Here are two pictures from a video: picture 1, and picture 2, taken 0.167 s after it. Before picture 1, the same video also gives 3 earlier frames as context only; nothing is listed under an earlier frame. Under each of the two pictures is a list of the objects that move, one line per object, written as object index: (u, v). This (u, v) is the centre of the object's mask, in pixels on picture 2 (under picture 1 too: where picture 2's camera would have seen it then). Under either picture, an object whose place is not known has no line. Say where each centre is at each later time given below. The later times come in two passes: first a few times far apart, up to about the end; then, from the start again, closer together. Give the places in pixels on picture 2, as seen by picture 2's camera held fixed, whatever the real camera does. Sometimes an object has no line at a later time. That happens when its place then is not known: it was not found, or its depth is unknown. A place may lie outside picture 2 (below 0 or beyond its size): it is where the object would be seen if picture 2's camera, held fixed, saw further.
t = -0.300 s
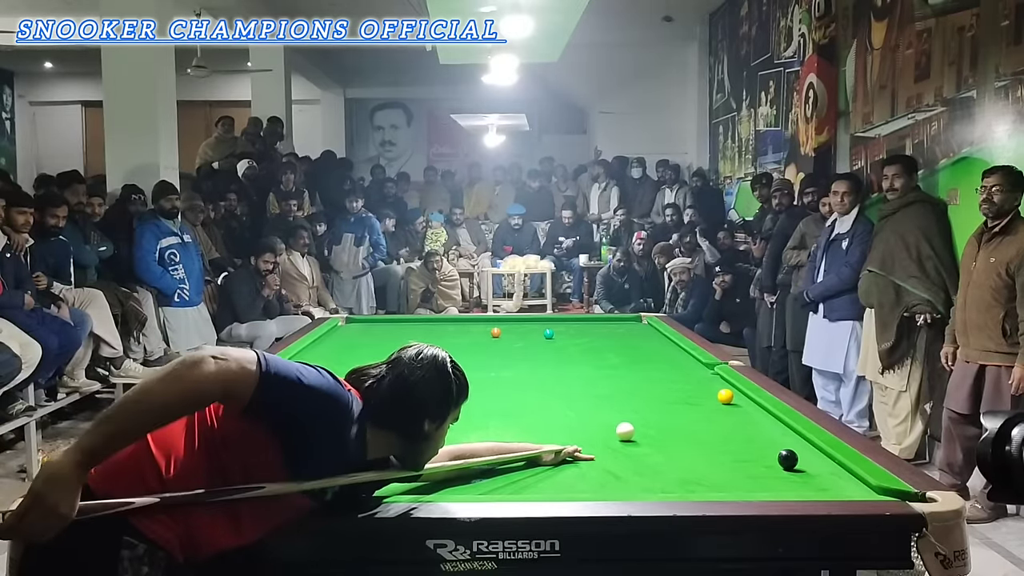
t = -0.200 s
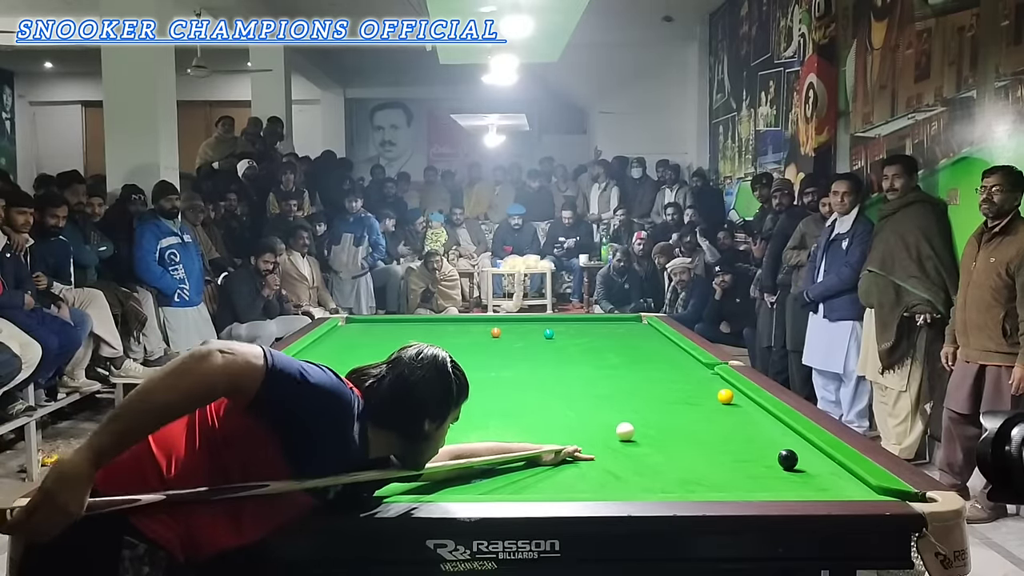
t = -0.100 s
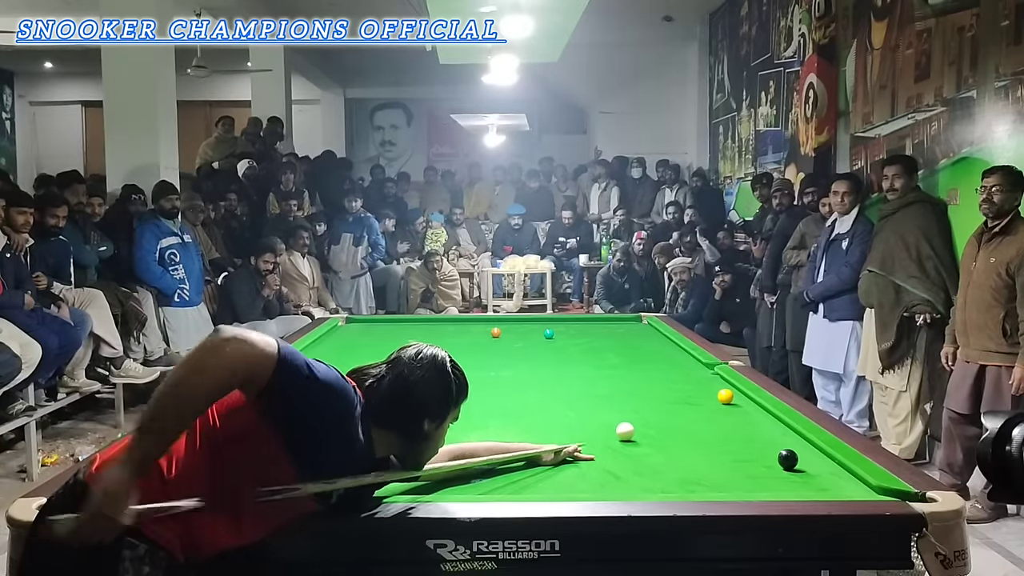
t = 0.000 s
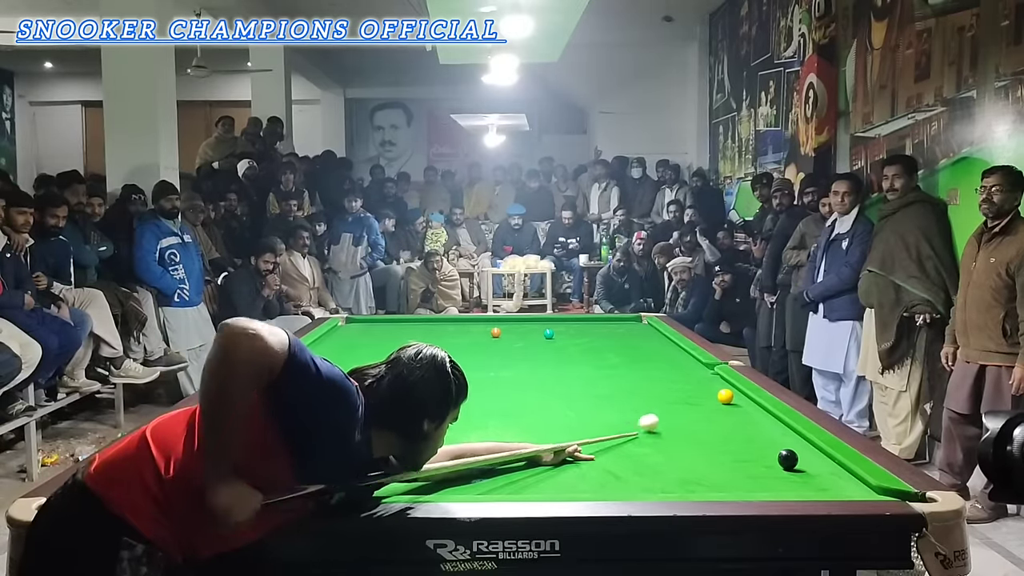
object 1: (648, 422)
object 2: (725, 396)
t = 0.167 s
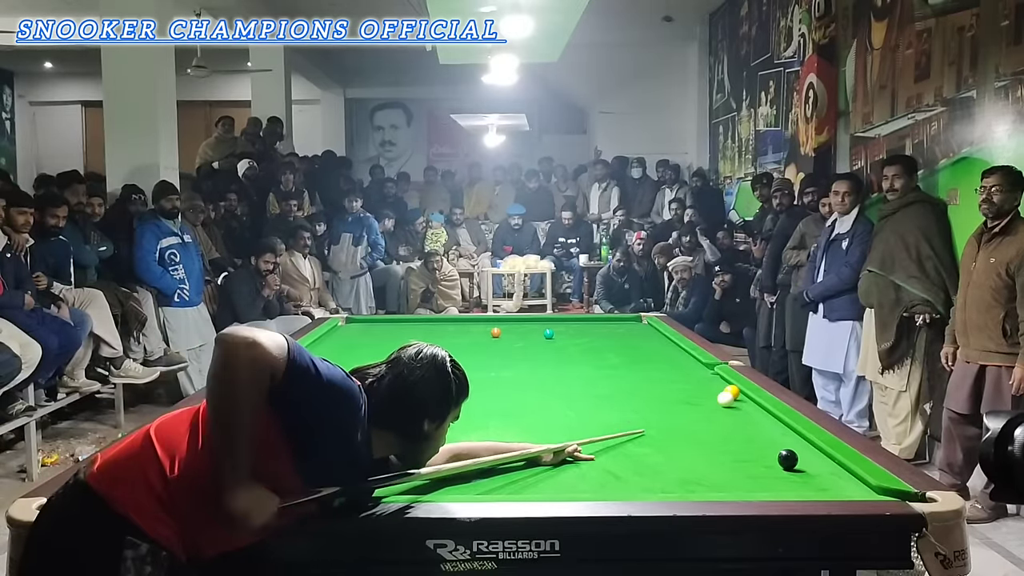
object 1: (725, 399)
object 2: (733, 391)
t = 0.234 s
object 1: (734, 400)
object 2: (714, 385)
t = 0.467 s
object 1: (751, 406)
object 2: (644, 371)
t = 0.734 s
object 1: (765, 414)
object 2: (582, 359)
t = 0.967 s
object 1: (774, 421)
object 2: (537, 349)
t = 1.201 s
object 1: (779, 427)
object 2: (498, 341)
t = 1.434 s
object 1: (785, 434)
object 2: (465, 334)
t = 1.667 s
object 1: (792, 439)
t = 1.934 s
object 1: (799, 446)
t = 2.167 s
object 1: (804, 451)
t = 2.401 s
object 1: (808, 456)
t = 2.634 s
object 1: (813, 461)
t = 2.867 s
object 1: (819, 465)
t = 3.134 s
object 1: (823, 469)
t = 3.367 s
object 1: (825, 472)
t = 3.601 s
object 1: (827, 473)
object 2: (396, 340)
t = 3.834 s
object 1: (829, 475)
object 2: (409, 343)
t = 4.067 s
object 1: (829, 475)
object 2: (423, 346)
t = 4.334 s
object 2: (438, 349)
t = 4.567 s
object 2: (451, 352)
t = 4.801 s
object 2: (464, 354)
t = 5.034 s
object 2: (476, 357)
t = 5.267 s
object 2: (488, 360)
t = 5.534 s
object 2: (502, 363)
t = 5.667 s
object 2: (506, 364)
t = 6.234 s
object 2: (534, 369)
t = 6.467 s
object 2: (543, 371)
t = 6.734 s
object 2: (553, 374)
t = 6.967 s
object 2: (560, 375)
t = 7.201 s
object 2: (567, 376)
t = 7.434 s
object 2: (573, 377)
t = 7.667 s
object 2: (577, 379)
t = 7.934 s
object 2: (581, 379)
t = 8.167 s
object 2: (583, 380)
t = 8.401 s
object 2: (584, 380)
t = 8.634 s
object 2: (585, 380)
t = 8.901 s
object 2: (584, 380)
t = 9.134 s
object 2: (584, 380)
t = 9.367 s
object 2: (584, 380)
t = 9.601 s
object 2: (584, 380)
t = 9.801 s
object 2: (584, 380)
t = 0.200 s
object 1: (730, 399)
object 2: (727, 387)
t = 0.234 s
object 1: (734, 400)
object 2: (714, 385)
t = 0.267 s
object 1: (738, 401)
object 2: (701, 383)
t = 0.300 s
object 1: (741, 402)
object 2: (690, 381)
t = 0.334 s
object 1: (743, 403)
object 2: (680, 379)
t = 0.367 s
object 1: (745, 403)
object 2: (670, 377)
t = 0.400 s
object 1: (747, 404)
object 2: (661, 375)
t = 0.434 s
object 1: (749, 405)
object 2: (652, 373)
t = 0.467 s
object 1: (751, 406)
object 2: (644, 371)
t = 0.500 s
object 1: (752, 407)
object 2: (635, 370)
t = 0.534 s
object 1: (754, 409)
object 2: (627, 368)
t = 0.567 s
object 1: (756, 409)
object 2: (619, 366)
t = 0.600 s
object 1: (758, 411)
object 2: (611, 365)
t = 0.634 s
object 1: (760, 411)
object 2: (603, 363)
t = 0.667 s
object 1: (762, 412)
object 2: (596, 362)
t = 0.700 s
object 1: (764, 413)
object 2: (589, 360)
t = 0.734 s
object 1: (765, 414)
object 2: (582, 359)
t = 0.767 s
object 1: (768, 415)
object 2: (575, 357)
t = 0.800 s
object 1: (769, 416)
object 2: (568, 356)
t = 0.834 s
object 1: (770, 417)
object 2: (561, 354)
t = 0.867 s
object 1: (771, 418)
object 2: (555, 353)
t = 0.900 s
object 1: (771, 419)
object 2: (549, 352)
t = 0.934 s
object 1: (772, 420)
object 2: (543, 350)
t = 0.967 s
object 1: (774, 421)
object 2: (537, 349)
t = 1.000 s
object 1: (774, 422)
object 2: (531, 348)
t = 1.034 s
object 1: (775, 423)
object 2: (525, 347)
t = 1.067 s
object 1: (776, 424)
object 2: (519, 346)
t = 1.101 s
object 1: (777, 425)
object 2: (514, 345)
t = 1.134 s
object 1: (778, 425)
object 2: (508, 344)
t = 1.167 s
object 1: (779, 426)
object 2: (503, 342)
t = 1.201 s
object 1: (779, 427)
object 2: (498, 341)
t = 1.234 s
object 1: (780, 428)
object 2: (493, 340)
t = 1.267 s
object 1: (781, 429)
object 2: (488, 339)
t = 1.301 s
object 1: (782, 430)
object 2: (483, 338)
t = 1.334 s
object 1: (783, 431)
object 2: (478, 337)
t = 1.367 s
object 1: (784, 432)
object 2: (474, 336)
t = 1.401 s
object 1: (785, 433)
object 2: (469, 335)
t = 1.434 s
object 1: (785, 434)
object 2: (465, 334)
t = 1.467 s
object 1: (786, 434)
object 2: (462, 332)
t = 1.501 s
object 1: (787, 435)
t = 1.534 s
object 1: (788, 436)
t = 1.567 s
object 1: (789, 437)
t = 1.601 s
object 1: (790, 438)
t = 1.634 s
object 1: (790, 439)
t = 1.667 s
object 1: (792, 439)
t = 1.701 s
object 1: (792, 440)
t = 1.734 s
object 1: (793, 441)
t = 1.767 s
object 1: (794, 441)
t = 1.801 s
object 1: (795, 443)
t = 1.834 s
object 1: (796, 443)
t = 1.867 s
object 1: (797, 444)
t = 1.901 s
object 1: (798, 445)
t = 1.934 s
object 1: (799, 446)
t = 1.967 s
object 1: (800, 446)
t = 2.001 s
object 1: (801, 447)
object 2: (398, 319)
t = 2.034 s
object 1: (801, 448)
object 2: (395, 319)
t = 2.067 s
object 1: (802, 449)
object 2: (393, 319)
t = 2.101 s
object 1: (803, 450)
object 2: (389, 320)
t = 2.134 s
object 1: (804, 450)
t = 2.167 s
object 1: (804, 451)
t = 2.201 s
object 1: (805, 452)
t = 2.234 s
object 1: (806, 453)
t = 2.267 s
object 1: (806, 454)
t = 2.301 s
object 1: (807, 454)
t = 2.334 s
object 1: (807, 455)
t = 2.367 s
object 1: (808, 456)
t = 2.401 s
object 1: (808, 456)
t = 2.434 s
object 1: (809, 457)
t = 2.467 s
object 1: (810, 458)
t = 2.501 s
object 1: (811, 459)
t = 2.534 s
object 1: (811, 459)
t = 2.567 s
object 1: (813, 460)
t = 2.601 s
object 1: (813, 461)
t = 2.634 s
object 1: (813, 461)
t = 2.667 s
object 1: (814, 462)
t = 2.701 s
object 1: (815, 462)
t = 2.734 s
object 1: (816, 463)
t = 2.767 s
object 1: (816, 464)
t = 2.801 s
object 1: (817, 464)
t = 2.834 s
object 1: (818, 465)
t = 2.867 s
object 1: (819, 465)
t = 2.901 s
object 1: (819, 466)
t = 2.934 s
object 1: (819, 466)
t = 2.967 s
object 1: (820, 467)
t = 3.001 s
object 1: (821, 467)
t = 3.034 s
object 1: (821, 468)
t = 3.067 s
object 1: (822, 468)
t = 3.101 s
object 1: (822, 469)
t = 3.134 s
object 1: (823, 469)
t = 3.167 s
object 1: (823, 470)
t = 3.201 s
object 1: (823, 470)
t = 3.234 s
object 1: (824, 471)
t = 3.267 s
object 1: (824, 471)
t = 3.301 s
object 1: (824, 471)
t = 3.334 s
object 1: (825, 471)
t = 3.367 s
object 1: (825, 472)
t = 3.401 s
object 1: (825, 472)
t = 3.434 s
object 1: (826, 472)
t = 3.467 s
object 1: (826, 473)
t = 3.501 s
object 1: (826, 473)
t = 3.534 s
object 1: (827, 473)
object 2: (391, 338)
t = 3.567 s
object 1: (827, 473)
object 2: (394, 339)
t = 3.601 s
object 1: (827, 473)
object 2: (396, 340)
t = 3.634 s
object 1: (827, 474)
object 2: (398, 340)
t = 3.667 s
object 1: (828, 474)
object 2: (400, 341)
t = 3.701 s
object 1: (828, 474)
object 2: (402, 341)
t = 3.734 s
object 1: (828, 474)
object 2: (404, 342)
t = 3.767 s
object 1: (829, 474)
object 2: (406, 342)
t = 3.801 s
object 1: (829, 475)
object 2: (408, 342)
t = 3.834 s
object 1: (829, 475)
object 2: (409, 343)
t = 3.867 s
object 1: (829, 475)
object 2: (411, 343)
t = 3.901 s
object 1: (829, 475)
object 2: (413, 344)
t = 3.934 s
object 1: (829, 475)
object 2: (415, 344)
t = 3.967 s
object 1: (829, 475)
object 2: (417, 345)
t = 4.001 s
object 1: (829, 475)
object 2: (419, 345)
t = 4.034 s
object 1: (829, 475)
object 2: (421, 345)
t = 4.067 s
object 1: (829, 475)
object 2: (423, 346)
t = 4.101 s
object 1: (829, 475)
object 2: (425, 346)
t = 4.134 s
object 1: (829, 475)
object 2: (427, 347)
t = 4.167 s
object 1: (829, 475)
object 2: (429, 347)
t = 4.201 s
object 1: (830, 475)
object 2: (431, 347)
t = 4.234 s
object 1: (827, 475)
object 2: (432, 348)
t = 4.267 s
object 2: (435, 348)
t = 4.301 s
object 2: (436, 348)
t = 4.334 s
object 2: (438, 349)
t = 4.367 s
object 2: (440, 349)
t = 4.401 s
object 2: (442, 350)
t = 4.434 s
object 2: (444, 350)
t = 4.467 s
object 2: (446, 350)
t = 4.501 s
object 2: (448, 351)
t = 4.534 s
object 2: (449, 351)
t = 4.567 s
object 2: (451, 352)
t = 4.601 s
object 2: (453, 352)
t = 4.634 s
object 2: (455, 353)
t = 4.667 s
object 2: (457, 353)
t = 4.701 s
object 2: (459, 353)
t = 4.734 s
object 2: (460, 354)
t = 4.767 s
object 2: (462, 354)
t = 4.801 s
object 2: (464, 354)
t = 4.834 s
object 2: (465, 355)
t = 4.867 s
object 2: (467, 355)
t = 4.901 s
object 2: (469, 356)
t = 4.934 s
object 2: (471, 356)
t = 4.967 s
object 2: (473, 356)
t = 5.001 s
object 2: (475, 357)
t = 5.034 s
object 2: (476, 357)
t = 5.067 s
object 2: (478, 358)
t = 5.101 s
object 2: (480, 358)
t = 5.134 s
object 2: (481, 358)
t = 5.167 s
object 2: (483, 359)
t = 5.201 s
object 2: (485, 359)
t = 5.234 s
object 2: (486, 360)
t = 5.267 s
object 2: (488, 360)
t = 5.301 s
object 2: (490, 360)
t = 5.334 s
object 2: (492, 361)
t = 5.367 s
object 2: (493, 361)
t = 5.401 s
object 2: (495, 361)
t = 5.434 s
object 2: (497, 362)
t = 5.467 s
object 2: (498, 362)
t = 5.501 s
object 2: (500, 362)
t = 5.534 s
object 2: (502, 363)
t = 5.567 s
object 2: (503, 363)
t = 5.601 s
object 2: (505, 364)
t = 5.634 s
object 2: (506, 364)
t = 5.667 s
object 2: (506, 364)
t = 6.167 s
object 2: (531, 369)
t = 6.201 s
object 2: (532, 369)
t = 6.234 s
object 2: (534, 369)
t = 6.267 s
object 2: (536, 370)
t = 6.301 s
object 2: (537, 370)
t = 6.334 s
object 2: (538, 370)
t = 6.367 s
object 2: (540, 371)
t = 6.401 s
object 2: (537, 370)
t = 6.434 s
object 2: (542, 371)
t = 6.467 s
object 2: (543, 371)
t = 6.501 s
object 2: (545, 372)
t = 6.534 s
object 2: (546, 372)
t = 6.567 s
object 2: (547, 372)
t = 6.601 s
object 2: (548, 373)
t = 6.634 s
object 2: (550, 373)
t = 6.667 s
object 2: (551, 373)
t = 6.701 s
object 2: (552, 373)
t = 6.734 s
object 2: (553, 374)
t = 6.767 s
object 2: (554, 374)
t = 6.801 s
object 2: (555, 374)
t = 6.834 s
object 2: (556, 374)
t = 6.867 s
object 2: (557, 375)
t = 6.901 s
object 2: (559, 375)
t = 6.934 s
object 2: (560, 375)
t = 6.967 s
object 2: (560, 375)
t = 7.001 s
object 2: (561, 375)
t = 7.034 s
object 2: (562, 375)
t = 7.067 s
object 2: (564, 376)
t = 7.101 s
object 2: (564, 376)
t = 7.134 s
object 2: (565, 376)
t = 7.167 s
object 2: (566, 376)
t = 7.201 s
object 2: (567, 376)
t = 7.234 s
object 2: (568, 376)
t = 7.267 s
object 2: (569, 377)
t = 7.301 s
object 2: (569, 377)
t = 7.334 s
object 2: (570, 377)
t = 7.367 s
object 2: (571, 377)
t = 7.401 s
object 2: (572, 377)
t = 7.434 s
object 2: (573, 377)
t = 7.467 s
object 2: (573, 378)
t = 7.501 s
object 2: (574, 378)
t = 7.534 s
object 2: (575, 378)
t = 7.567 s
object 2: (575, 378)
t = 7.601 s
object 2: (576, 378)
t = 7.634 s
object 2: (577, 378)
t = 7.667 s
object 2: (577, 379)
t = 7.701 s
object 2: (578, 379)
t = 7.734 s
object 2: (578, 379)
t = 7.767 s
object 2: (579, 379)
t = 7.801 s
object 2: (579, 379)
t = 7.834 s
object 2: (580, 379)
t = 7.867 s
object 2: (580, 379)
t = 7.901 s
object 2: (581, 379)
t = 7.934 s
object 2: (581, 379)
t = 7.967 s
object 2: (581, 379)
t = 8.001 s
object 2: (582, 379)
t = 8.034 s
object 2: (582, 380)
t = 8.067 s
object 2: (583, 380)
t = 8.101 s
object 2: (583, 380)
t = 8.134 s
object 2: (583, 380)
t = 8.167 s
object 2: (583, 380)
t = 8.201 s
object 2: (584, 380)
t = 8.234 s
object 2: (584, 380)
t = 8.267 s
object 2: (584, 380)
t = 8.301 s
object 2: (584, 380)
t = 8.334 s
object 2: (584, 380)
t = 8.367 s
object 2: (584, 380)
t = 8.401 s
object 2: (584, 380)
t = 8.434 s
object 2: (584, 380)
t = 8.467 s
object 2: (584, 380)
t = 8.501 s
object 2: (584, 380)
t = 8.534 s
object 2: (585, 380)
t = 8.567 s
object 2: (585, 380)
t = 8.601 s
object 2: (585, 380)
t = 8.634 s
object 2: (585, 380)
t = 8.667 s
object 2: (585, 380)
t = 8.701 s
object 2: (585, 380)
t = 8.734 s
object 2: (585, 380)
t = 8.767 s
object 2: (584, 380)
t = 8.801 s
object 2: (584, 380)
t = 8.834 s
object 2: (584, 380)
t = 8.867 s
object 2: (584, 380)
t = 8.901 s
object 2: (584, 380)
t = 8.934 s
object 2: (584, 380)
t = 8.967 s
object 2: (584, 380)
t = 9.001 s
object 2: (584, 380)
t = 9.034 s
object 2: (584, 380)
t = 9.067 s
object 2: (584, 380)
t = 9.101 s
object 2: (584, 380)
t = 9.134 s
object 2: (584, 380)
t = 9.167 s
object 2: (584, 380)
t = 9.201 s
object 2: (584, 380)
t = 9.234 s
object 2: (584, 380)
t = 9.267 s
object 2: (584, 380)
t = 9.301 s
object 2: (584, 380)
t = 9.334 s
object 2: (584, 380)
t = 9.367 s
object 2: (584, 380)
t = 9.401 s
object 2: (584, 380)
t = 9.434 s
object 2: (584, 380)
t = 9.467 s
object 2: (584, 380)
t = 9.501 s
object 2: (584, 380)
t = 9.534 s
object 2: (584, 380)
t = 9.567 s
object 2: (584, 380)
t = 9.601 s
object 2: (584, 380)
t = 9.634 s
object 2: (584, 380)
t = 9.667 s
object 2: (584, 380)
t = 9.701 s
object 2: (584, 380)
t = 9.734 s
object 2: (584, 380)
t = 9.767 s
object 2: (584, 380)
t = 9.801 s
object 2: (584, 380)
